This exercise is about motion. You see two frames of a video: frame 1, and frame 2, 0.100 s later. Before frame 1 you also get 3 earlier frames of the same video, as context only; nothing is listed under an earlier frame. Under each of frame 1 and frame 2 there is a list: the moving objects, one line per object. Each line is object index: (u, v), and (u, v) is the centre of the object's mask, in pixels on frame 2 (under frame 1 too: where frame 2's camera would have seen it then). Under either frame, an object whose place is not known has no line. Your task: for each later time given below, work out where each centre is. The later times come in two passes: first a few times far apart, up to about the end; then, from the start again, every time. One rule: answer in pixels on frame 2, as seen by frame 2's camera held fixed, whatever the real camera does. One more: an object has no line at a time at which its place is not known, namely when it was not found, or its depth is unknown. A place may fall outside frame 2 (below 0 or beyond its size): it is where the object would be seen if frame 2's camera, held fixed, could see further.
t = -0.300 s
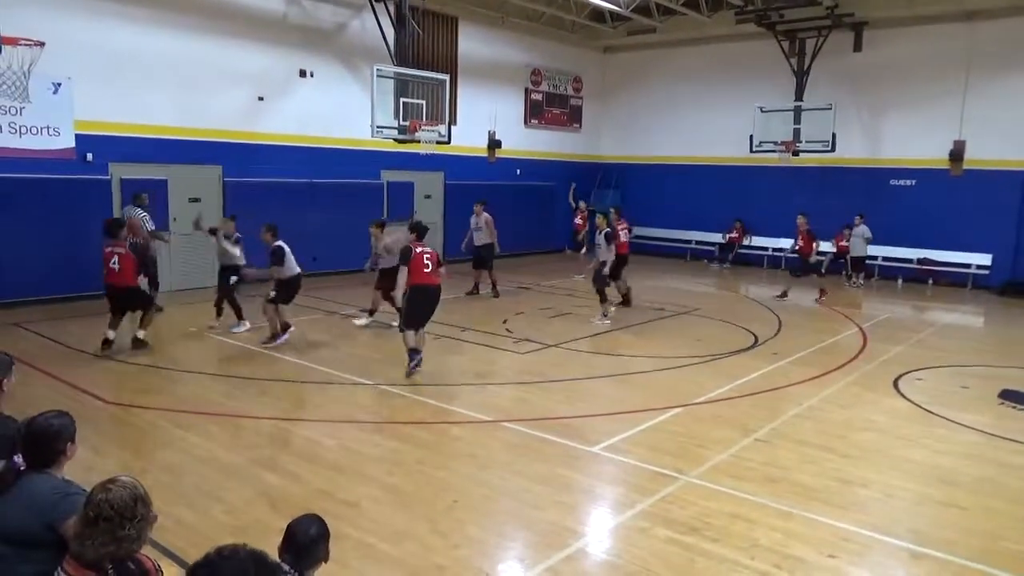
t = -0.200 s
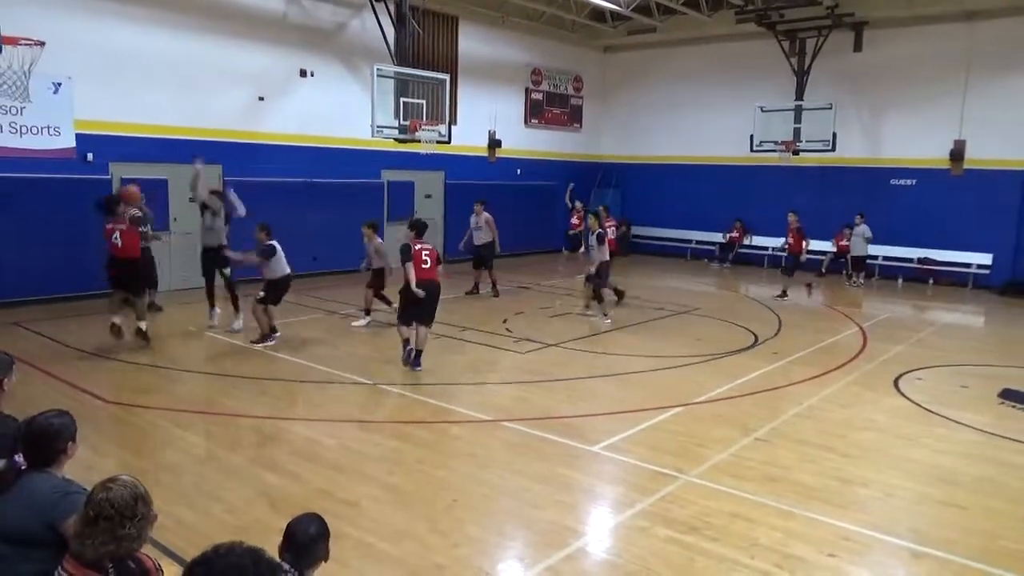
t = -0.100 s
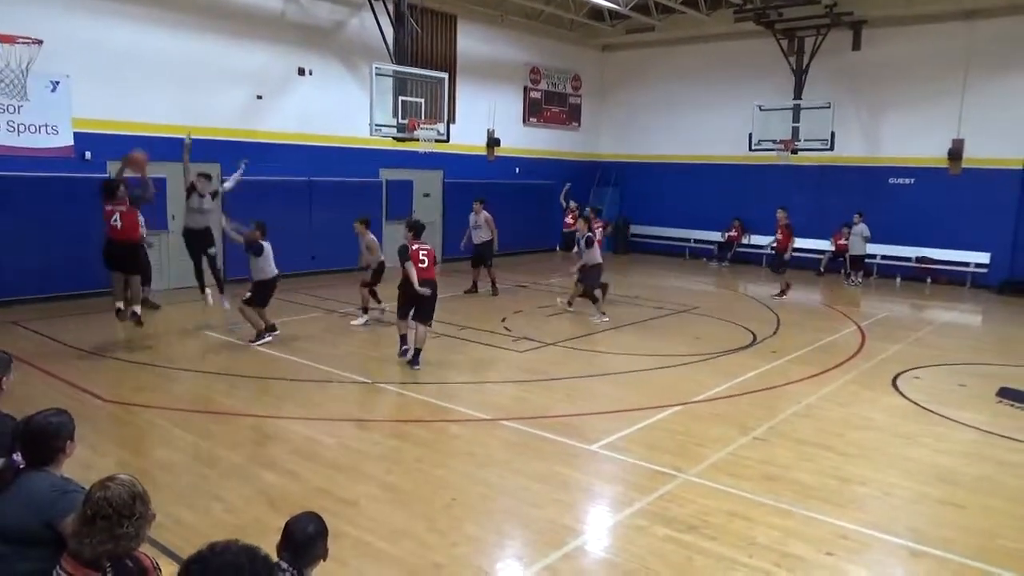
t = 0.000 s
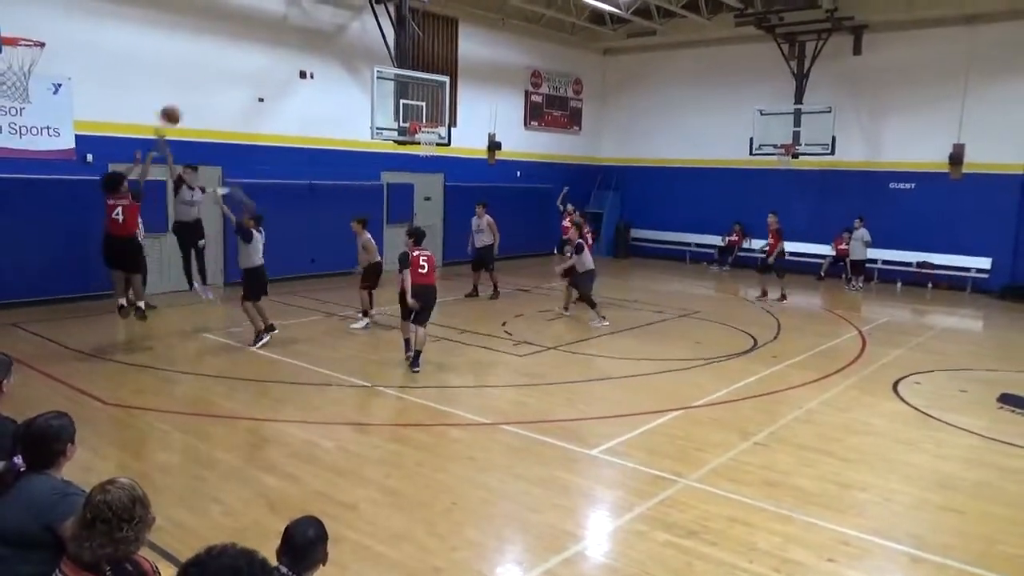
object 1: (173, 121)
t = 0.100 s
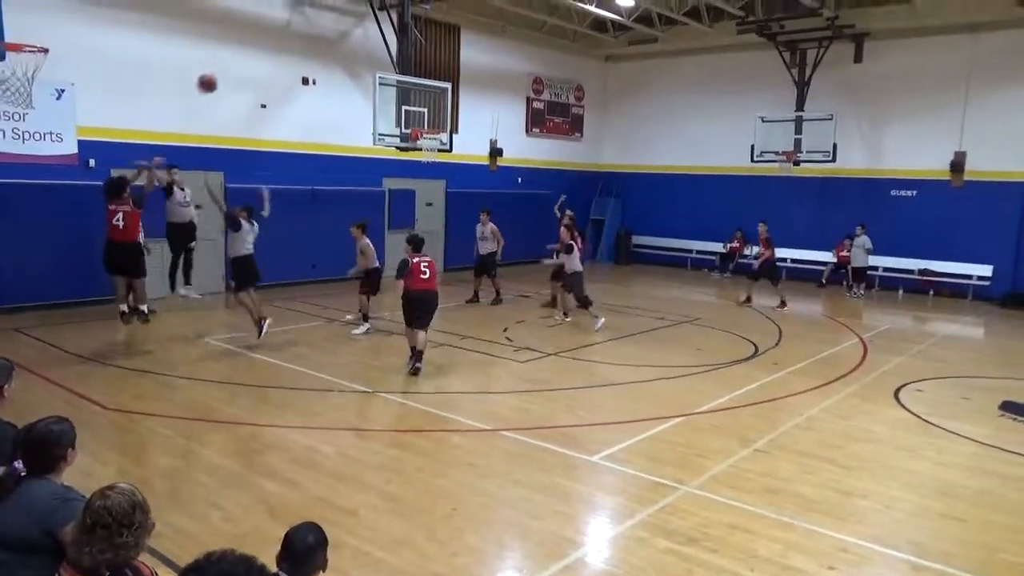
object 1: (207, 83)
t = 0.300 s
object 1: (268, 40)
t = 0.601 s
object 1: (340, 32)
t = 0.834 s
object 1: (385, 67)
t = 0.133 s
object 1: (217, 73)
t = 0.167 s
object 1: (228, 64)
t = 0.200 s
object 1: (238, 57)
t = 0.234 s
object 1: (248, 50)
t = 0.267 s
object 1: (258, 45)
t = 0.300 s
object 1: (268, 40)
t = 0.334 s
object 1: (276, 36)
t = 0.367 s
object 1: (285, 33)
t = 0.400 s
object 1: (293, 30)
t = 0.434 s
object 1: (301, 28)
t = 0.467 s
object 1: (309, 26)
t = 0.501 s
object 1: (316, 27)
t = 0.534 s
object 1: (325, 28)
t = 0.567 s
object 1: (332, 30)
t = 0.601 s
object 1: (340, 32)
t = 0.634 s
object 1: (347, 35)
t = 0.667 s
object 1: (354, 39)
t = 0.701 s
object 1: (360, 43)
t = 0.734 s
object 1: (367, 49)
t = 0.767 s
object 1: (372, 55)
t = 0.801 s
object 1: (380, 61)
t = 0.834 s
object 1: (385, 67)
